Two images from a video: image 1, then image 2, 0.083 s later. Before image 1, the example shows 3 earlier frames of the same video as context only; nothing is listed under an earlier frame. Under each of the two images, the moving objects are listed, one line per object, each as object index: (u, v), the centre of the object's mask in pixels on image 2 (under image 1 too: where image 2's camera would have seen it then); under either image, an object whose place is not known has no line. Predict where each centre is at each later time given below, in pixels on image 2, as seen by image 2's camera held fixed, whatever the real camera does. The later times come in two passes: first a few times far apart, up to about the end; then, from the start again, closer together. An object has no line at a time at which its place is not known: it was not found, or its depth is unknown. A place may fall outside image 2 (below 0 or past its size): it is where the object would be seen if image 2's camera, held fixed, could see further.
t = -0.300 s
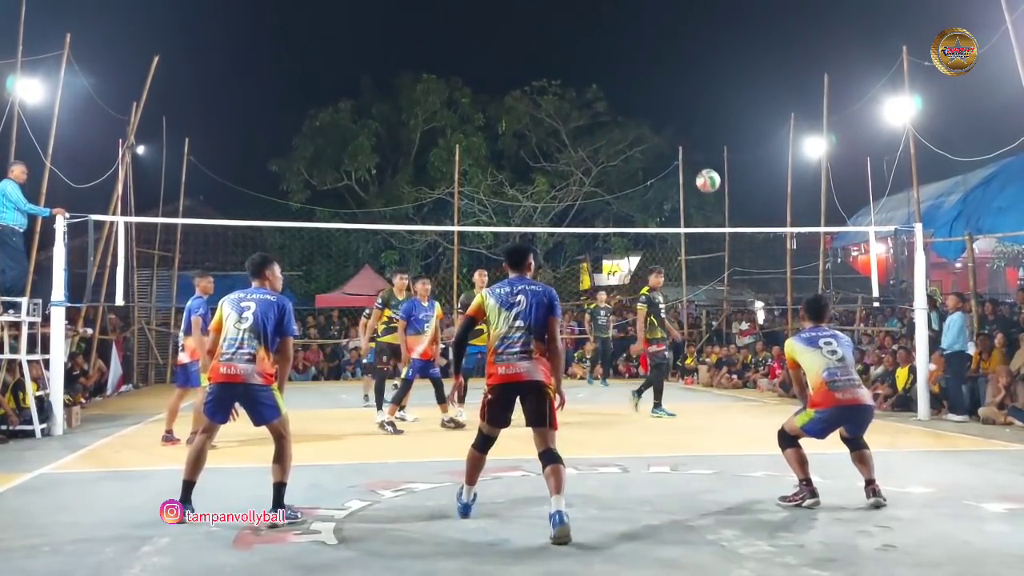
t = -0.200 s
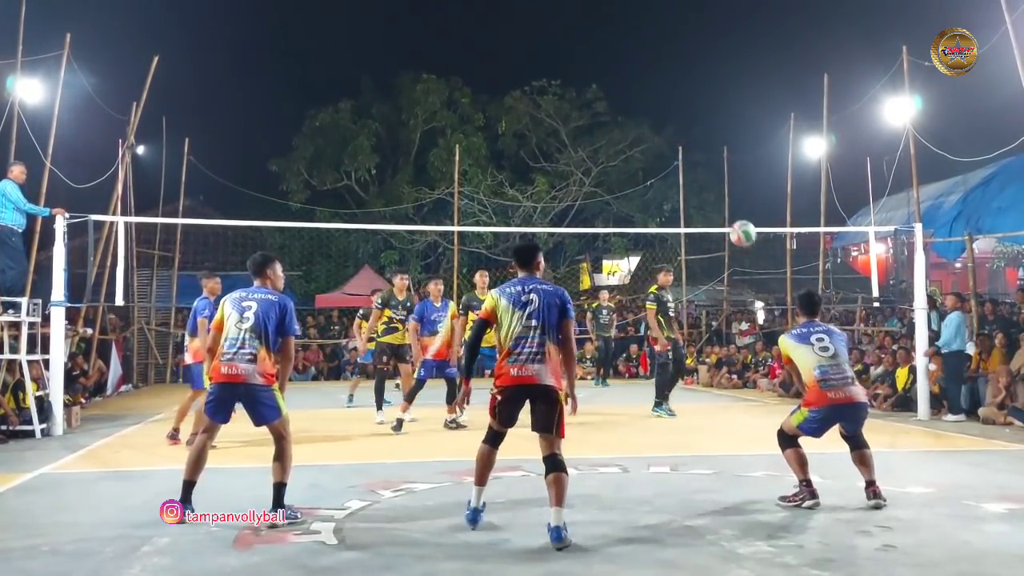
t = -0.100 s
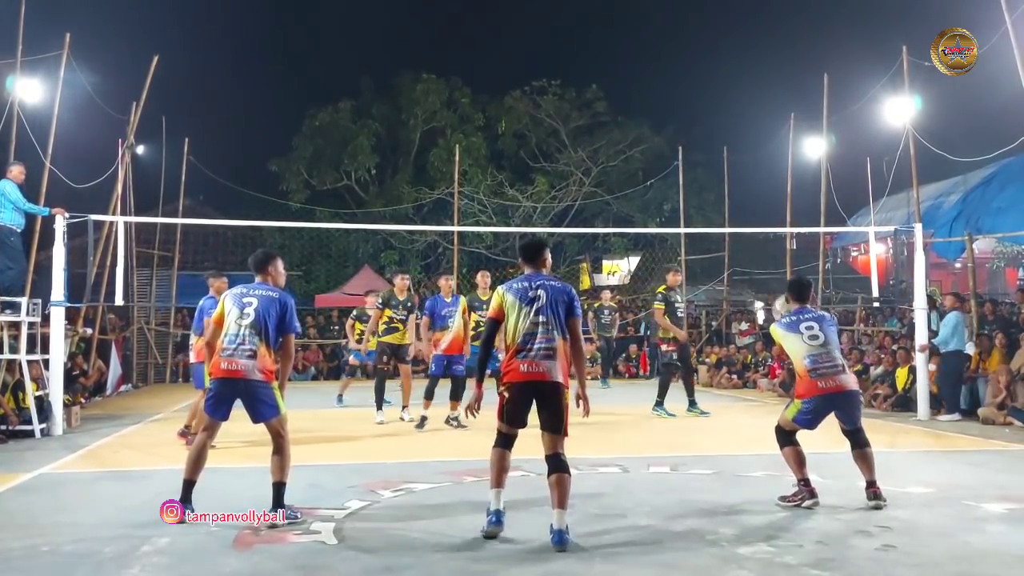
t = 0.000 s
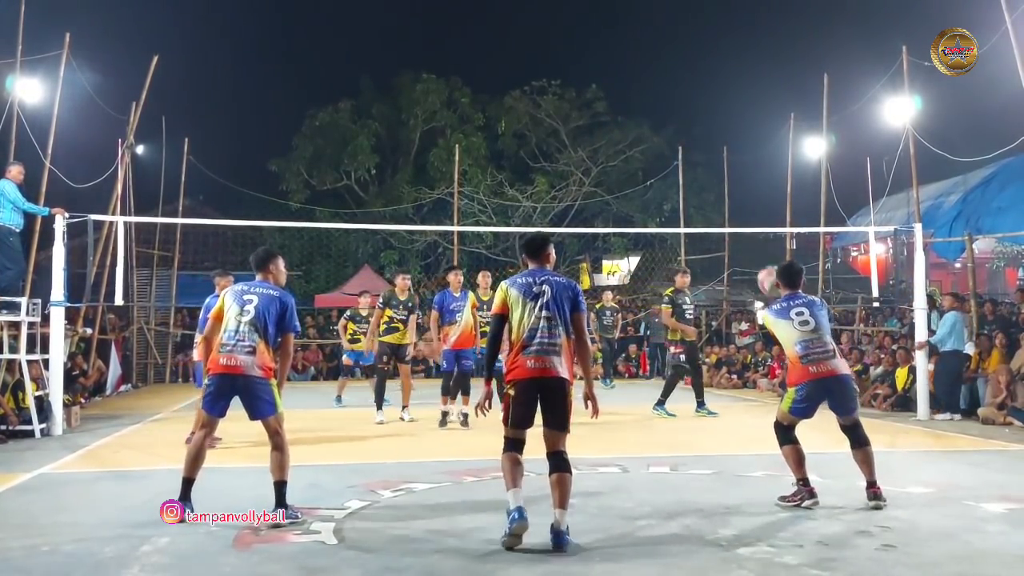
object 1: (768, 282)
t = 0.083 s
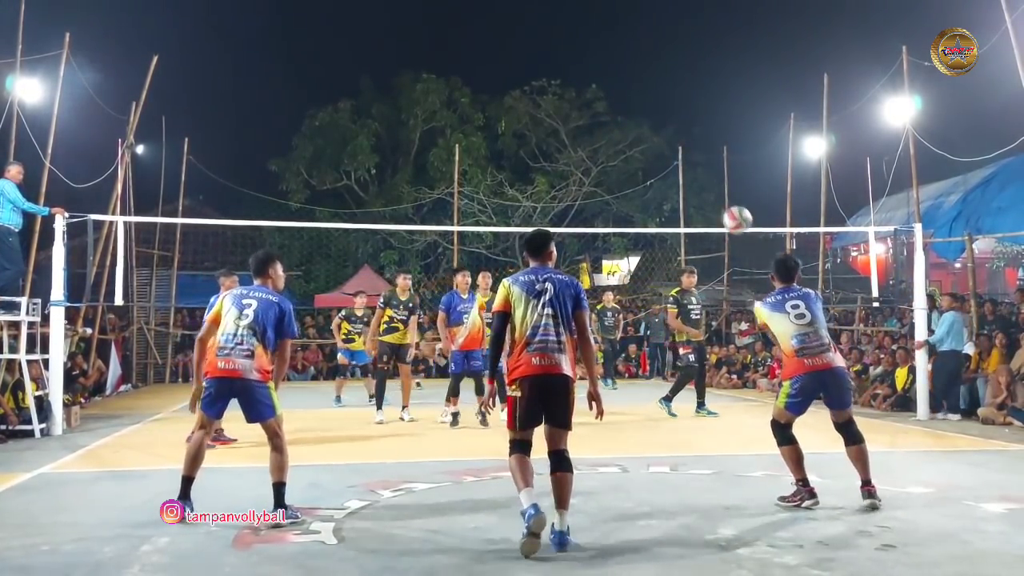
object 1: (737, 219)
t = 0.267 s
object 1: (668, 129)
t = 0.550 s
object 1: (584, 82)
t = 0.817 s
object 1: (521, 116)
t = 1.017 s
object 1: (482, 180)
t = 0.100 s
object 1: (729, 208)
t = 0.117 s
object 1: (723, 198)
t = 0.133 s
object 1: (717, 189)
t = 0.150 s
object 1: (709, 179)
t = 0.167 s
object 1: (704, 171)
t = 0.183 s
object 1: (698, 163)
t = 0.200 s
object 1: (691, 154)
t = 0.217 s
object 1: (685, 147)
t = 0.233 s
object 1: (680, 141)
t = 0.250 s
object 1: (673, 134)
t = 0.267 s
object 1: (668, 129)
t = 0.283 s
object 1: (662, 123)
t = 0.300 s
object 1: (656, 117)
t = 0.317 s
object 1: (651, 113)
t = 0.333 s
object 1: (646, 108)
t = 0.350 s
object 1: (641, 104)
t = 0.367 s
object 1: (636, 101)
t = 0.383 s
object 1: (630, 97)
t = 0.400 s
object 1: (625, 94)
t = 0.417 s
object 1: (621, 92)
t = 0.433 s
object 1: (616, 90)
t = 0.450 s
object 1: (611, 88)
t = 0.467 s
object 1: (607, 86)
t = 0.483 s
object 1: (601, 85)
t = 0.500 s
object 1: (597, 84)
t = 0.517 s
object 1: (593, 83)
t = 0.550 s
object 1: (584, 82)
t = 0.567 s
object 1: (580, 83)
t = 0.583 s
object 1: (575, 83)
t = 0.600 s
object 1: (571, 84)
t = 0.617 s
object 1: (567, 85)
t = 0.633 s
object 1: (562, 86)
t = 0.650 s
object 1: (559, 88)
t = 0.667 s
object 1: (555, 89)
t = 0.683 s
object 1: (551, 91)
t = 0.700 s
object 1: (547, 94)
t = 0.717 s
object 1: (544, 96)
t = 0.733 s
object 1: (539, 99)
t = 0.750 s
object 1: (535, 102)
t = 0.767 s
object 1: (532, 105)
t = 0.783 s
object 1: (528, 109)
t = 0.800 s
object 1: (524, 113)
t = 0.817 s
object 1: (521, 116)
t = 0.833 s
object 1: (518, 121)
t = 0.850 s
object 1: (514, 126)
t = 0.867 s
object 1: (511, 130)
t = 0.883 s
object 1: (507, 134)
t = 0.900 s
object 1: (504, 140)
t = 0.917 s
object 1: (501, 145)
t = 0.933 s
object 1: (498, 150)
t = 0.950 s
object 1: (494, 156)
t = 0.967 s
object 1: (491, 162)
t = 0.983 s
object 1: (488, 167)
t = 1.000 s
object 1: (485, 175)
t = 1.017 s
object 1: (482, 180)
